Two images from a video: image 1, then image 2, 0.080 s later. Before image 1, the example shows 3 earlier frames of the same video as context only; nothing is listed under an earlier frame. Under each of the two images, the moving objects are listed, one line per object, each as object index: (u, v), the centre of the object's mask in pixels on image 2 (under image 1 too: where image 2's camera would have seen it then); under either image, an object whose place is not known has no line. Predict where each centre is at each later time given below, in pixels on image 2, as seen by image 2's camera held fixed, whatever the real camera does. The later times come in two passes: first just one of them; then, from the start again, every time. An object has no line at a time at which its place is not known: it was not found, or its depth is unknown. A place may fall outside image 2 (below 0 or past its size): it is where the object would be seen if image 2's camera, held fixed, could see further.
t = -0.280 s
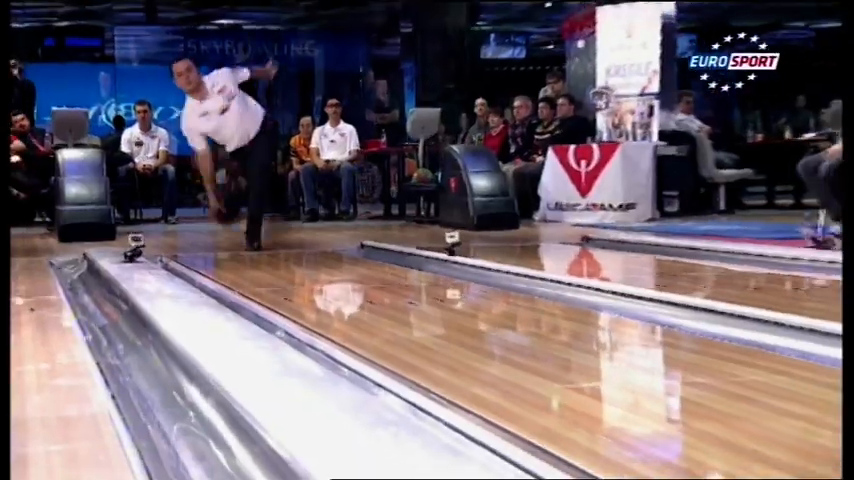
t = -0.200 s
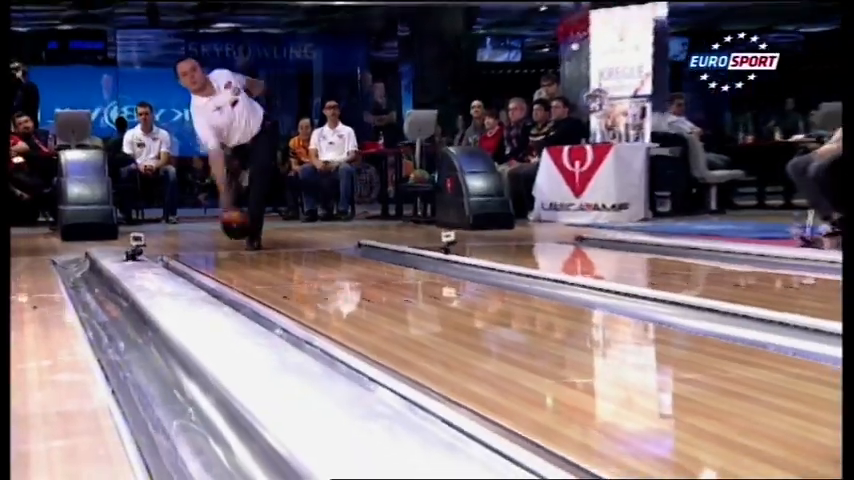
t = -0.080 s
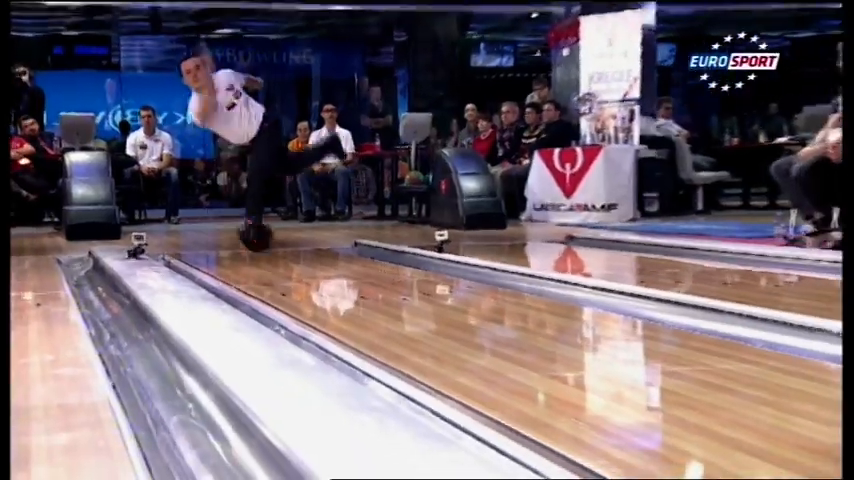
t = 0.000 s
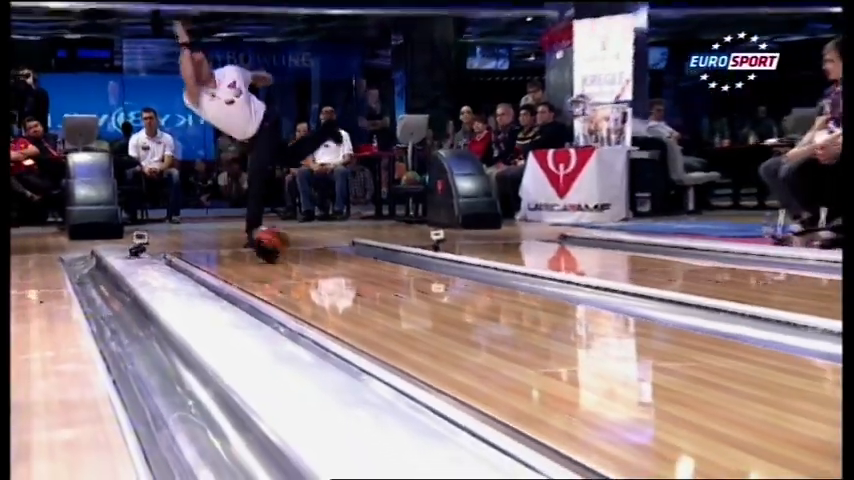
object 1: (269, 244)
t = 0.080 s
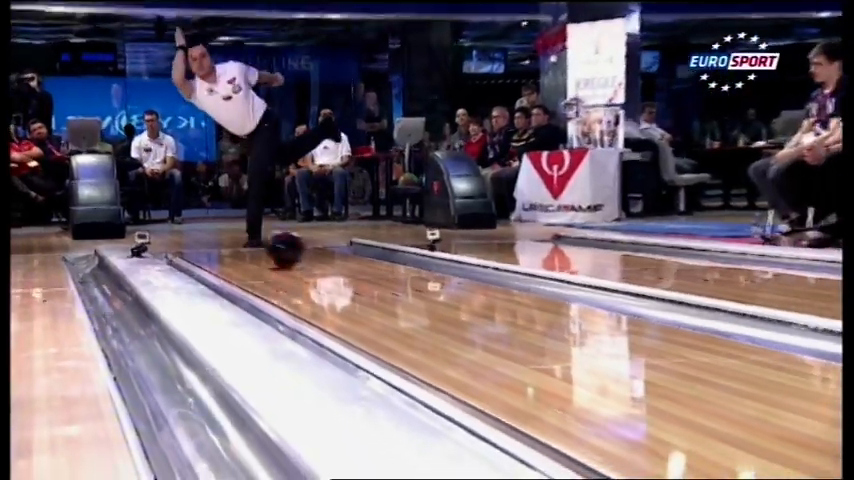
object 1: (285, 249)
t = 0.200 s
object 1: (313, 257)
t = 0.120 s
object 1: (294, 251)
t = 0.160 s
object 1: (302, 253)
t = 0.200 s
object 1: (313, 257)
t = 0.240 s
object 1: (325, 260)
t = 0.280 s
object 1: (338, 264)
